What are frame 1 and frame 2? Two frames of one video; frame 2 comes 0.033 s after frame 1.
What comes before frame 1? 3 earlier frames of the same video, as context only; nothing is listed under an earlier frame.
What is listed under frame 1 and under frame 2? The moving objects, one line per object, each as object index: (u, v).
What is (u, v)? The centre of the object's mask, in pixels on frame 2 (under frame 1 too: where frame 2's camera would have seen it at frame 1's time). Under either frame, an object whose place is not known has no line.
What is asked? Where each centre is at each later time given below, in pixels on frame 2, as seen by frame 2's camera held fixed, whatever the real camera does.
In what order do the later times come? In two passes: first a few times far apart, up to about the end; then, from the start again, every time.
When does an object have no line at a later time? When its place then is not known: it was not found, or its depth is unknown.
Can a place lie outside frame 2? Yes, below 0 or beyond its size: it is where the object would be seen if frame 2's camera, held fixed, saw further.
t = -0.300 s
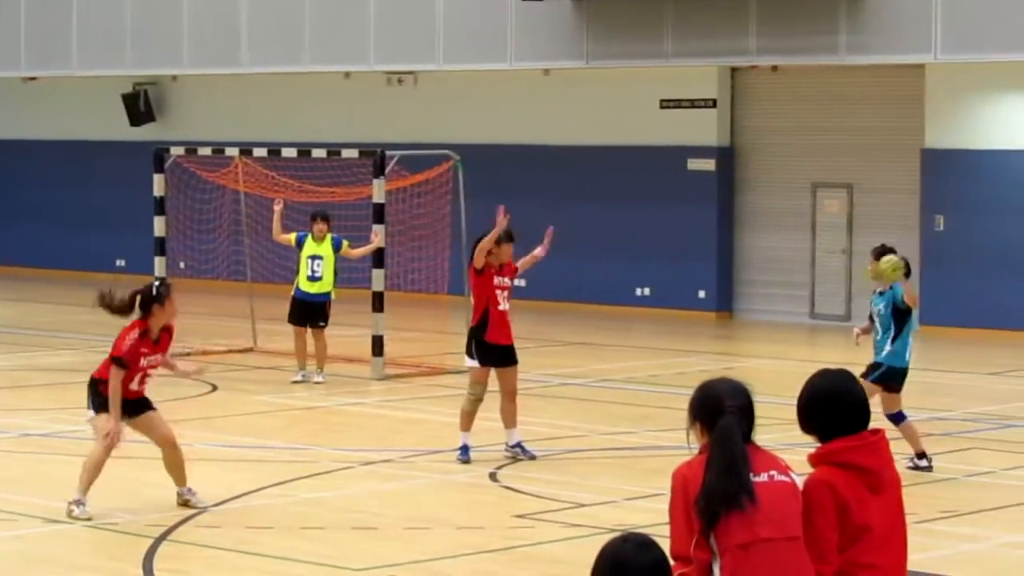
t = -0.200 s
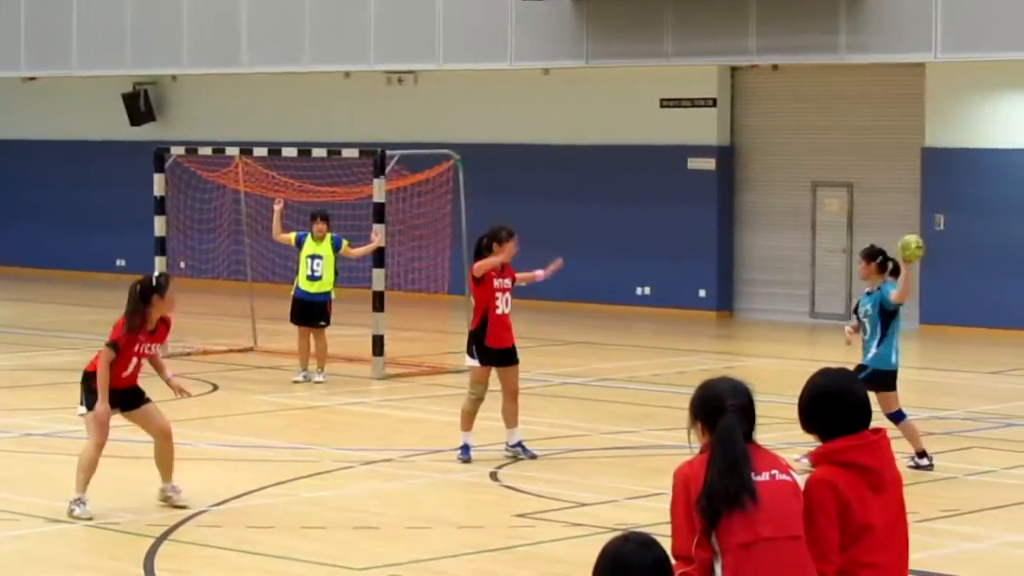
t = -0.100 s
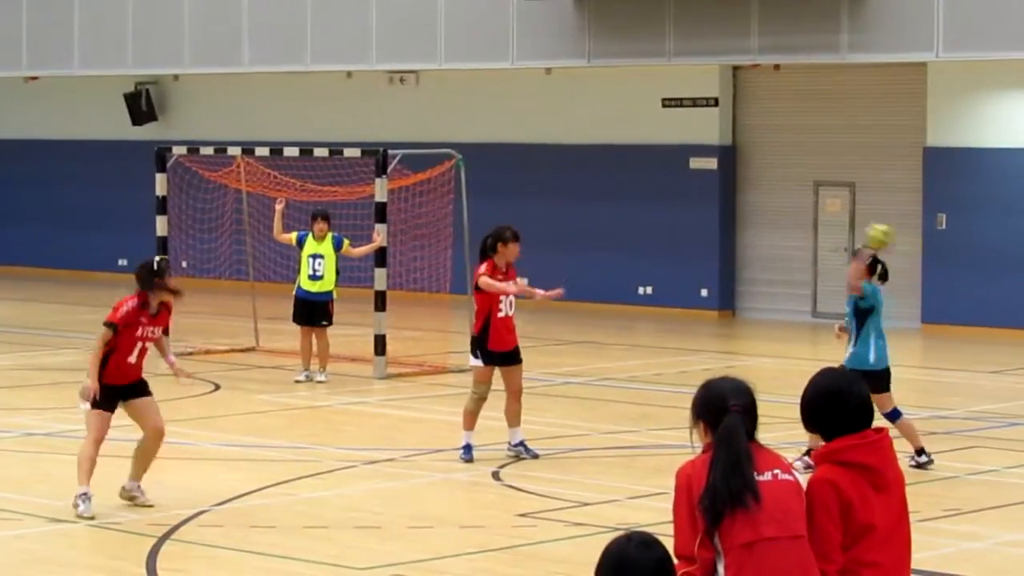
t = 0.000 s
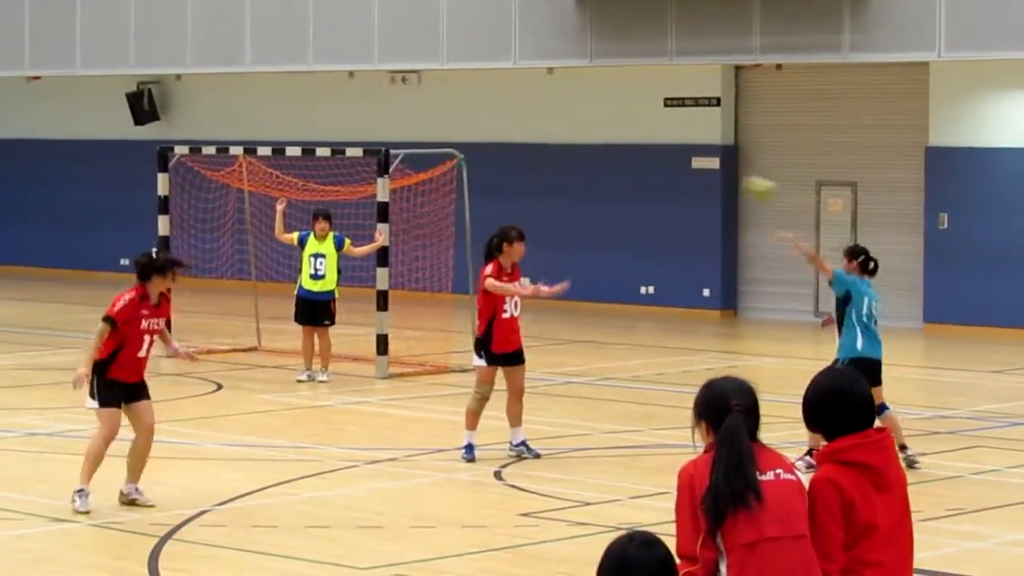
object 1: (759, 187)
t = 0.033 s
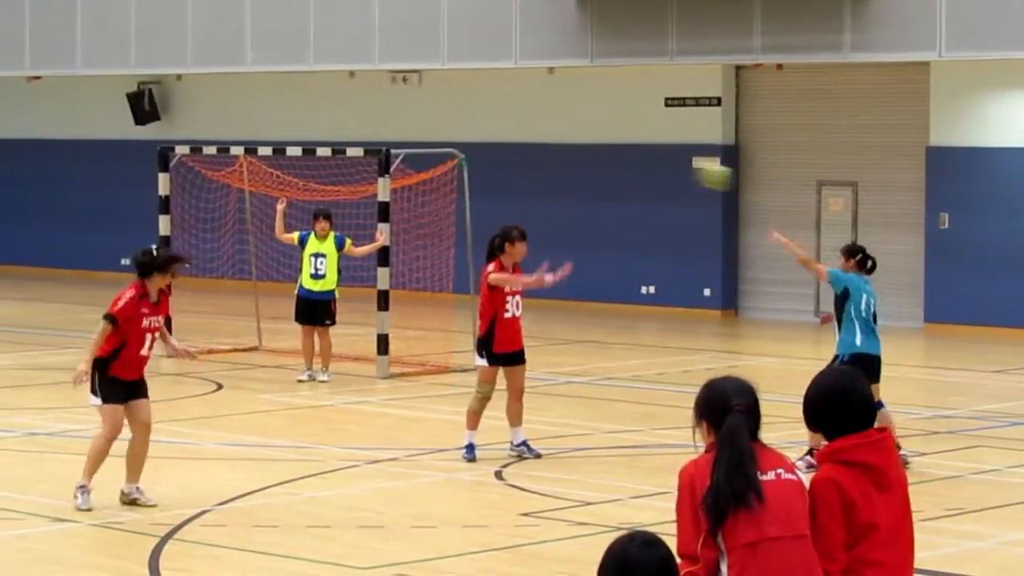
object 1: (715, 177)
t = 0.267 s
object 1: (400, 117)
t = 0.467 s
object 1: (151, 127)
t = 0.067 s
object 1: (668, 162)
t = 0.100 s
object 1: (620, 152)
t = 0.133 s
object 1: (574, 142)
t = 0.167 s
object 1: (532, 134)
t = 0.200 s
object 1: (485, 126)
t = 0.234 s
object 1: (442, 121)
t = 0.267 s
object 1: (400, 117)
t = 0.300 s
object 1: (356, 116)
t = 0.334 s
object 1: (315, 116)
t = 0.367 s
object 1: (274, 116)
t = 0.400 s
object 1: (233, 118)
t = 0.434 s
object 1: (191, 122)
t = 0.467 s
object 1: (151, 127)
